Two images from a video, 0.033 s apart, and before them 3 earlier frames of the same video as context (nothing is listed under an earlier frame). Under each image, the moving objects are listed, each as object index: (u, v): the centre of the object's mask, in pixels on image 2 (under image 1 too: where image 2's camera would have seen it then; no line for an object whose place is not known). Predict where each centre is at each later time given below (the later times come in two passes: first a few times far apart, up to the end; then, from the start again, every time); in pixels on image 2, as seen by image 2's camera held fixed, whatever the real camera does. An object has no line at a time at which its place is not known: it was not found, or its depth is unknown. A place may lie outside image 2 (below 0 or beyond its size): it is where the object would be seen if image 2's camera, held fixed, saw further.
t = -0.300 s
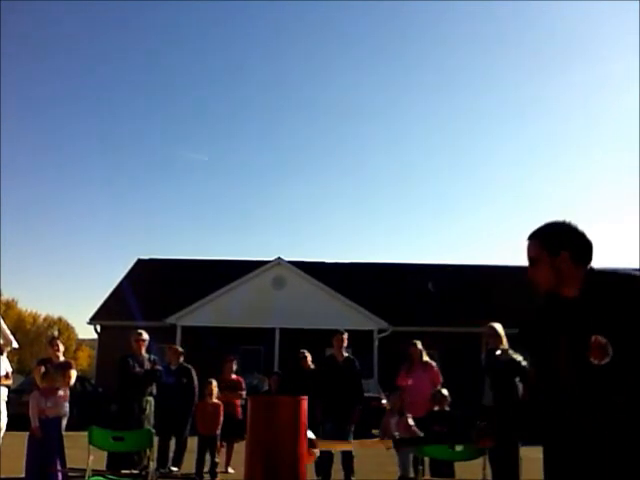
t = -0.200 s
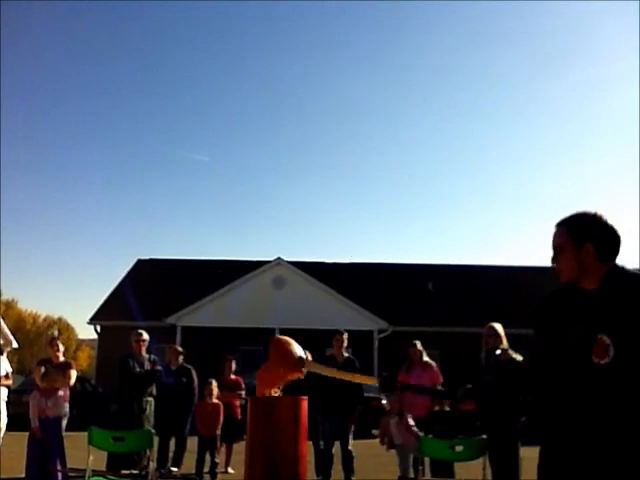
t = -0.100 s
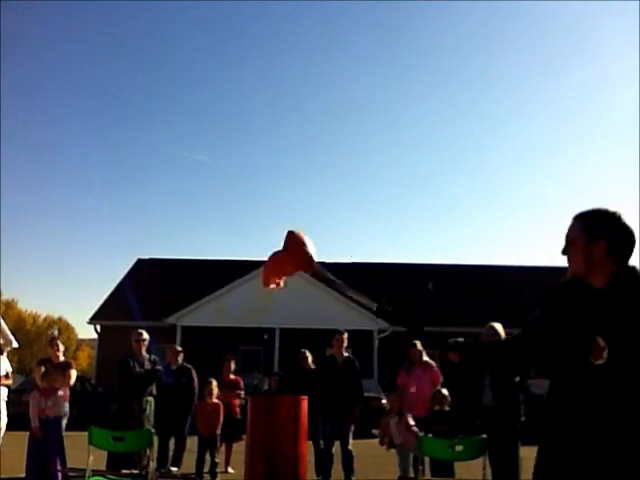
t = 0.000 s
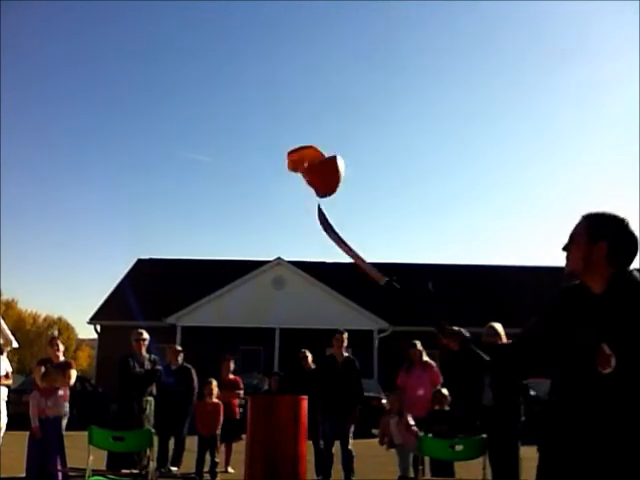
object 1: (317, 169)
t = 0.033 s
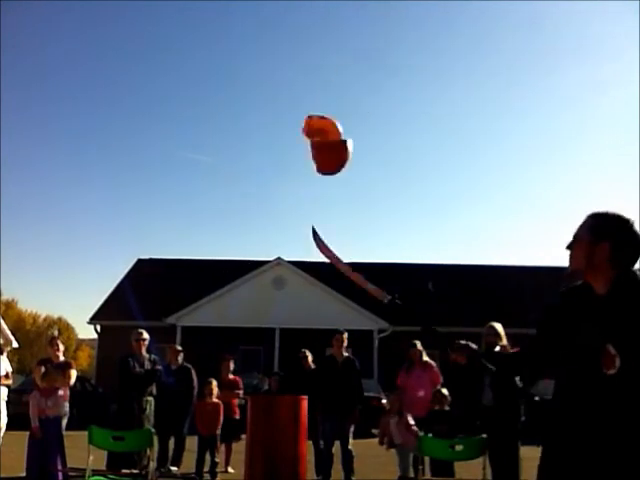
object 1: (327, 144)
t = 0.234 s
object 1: (390, 57)
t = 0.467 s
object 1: (455, 54)
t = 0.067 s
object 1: (337, 122)
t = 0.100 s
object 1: (348, 103)
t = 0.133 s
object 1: (359, 87)
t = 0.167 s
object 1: (370, 74)
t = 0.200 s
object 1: (380, 65)
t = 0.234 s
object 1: (390, 57)
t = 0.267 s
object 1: (399, 50)
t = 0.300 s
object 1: (409, 46)
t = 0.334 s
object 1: (419, 44)
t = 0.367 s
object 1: (428, 45)
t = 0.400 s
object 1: (436, 47)
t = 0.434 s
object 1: (445, 50)
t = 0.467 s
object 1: (455, 54)
